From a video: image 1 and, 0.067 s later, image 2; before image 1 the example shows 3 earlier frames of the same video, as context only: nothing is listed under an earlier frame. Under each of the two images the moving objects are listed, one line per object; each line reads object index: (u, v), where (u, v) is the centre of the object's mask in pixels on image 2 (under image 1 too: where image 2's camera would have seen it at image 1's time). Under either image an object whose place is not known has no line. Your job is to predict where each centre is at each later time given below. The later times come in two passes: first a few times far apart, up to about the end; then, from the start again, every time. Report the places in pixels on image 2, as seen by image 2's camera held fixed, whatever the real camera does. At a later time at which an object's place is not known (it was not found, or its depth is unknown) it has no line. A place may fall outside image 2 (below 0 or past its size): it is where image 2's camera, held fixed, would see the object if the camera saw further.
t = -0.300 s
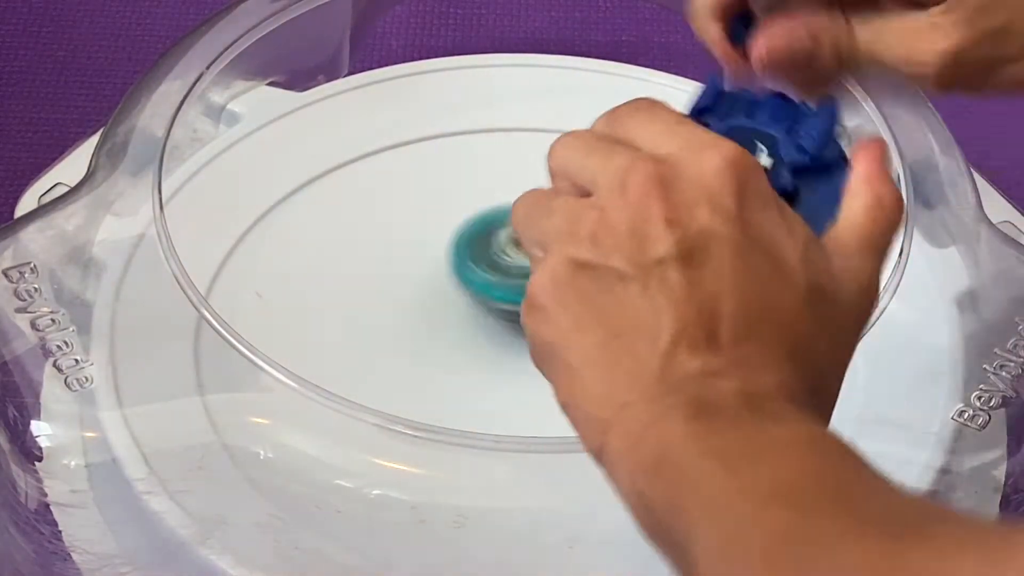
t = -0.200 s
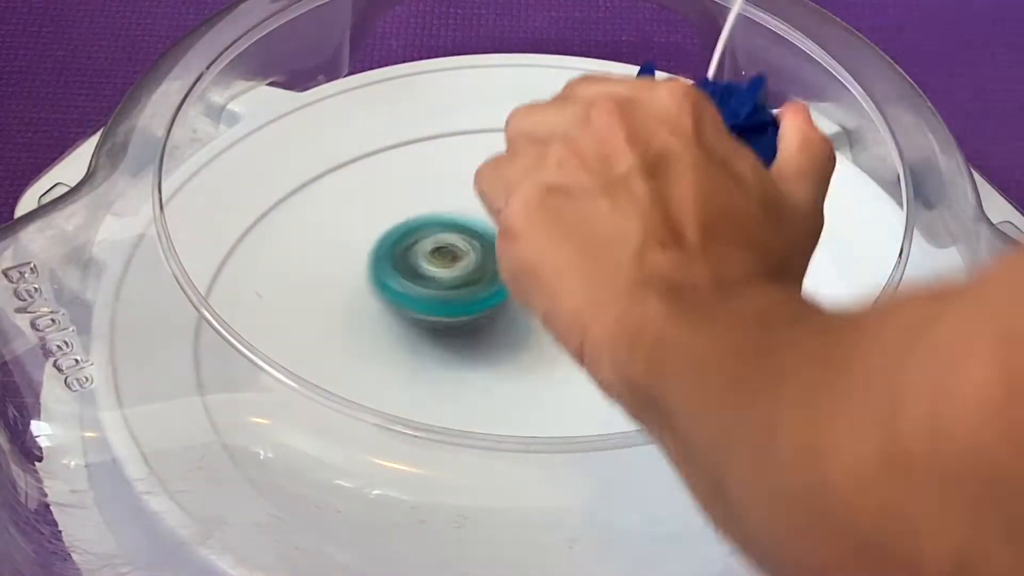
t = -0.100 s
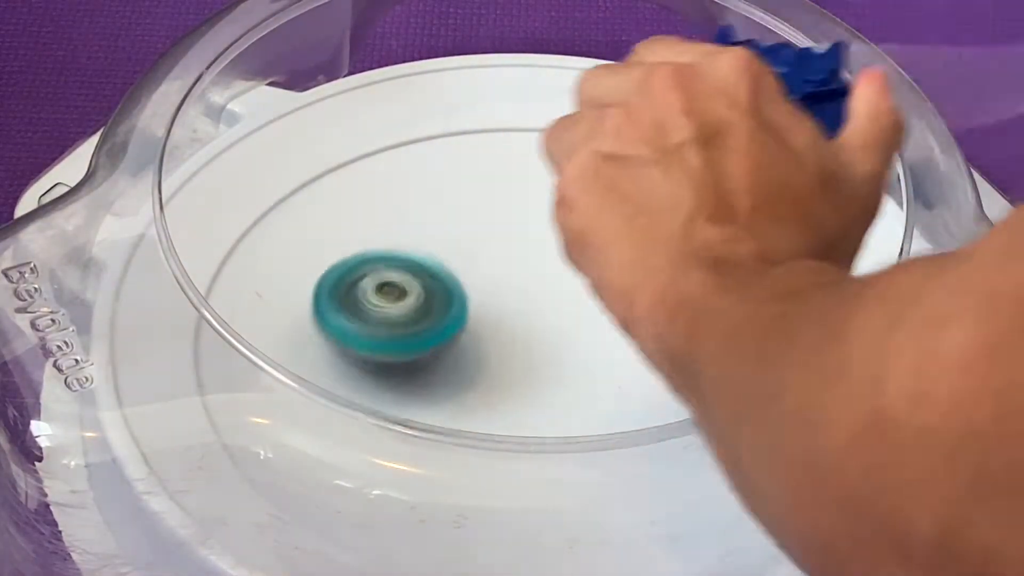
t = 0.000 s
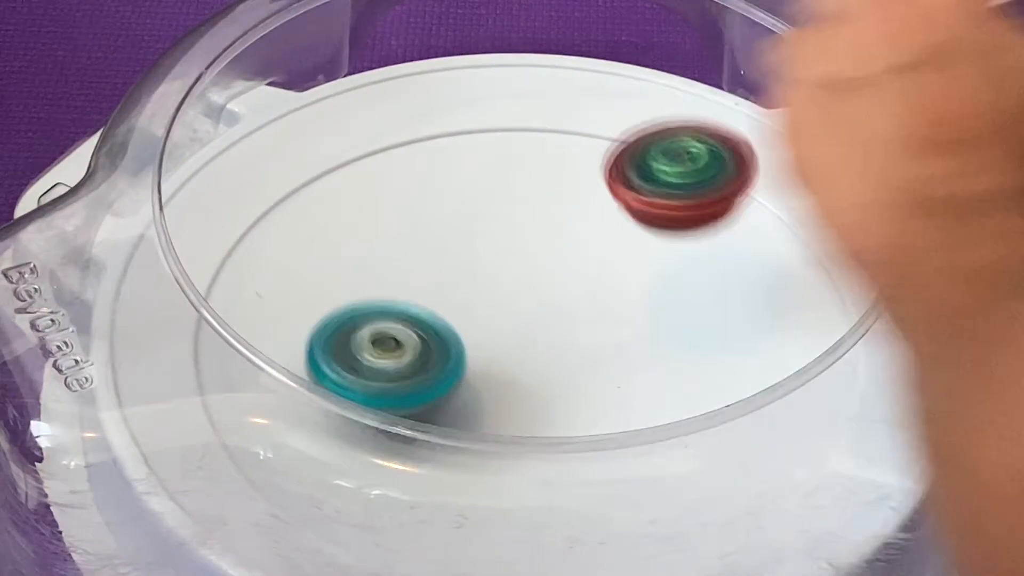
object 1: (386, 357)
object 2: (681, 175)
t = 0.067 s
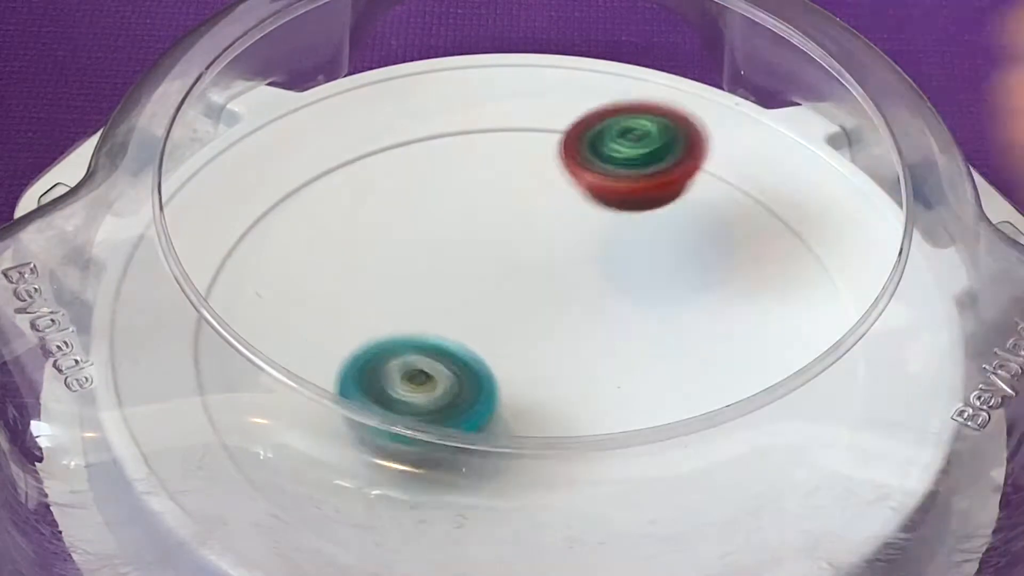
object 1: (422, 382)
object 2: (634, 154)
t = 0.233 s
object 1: (560, 399)
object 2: (458, 140)
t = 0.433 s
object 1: (647, 318)
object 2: (275, 266)
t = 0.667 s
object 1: (513, 238)
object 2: (377, 498)
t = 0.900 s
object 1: (398, 313)
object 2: (822, 393)
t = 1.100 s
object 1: (502, 384)
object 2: (672, 117)
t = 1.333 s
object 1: (645, 330)
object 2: (228, 249)
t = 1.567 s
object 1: (566, 272)
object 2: (611, 521)
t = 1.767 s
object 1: (459, 284)
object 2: (818, 290)
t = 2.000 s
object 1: (523, 373)
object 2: (489, 87)
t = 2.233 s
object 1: (662, 333)
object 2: (217, 393)
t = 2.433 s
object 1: (592, 247)
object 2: (629, 519)
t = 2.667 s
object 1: (418, 308)
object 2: (813, 258)
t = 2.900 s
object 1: (515, 432)
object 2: (453, 103)
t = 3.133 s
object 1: (690, 359)
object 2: (210, 353)
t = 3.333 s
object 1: (588, 260)
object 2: (549, 524)
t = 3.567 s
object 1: (402, 312)
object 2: (855, 304)
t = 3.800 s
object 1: (482, 420)
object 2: (479, 89)
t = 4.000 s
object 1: (617, 372)
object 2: (210, 351)
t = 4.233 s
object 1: (522, 268)
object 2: (610, 521)
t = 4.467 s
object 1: (409, 328)
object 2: (797, 311)
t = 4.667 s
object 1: (504, 373)
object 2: (600, 161)
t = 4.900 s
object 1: (565, 333)
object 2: (279, 198)
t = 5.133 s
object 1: (508, 302)
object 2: (261, 429)
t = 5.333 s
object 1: (519, 300)
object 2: (585, 502)
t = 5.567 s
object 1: (548, 347)
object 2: (767, 297)
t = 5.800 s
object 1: (540, 343)
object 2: (566, 122)
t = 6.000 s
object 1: (570, 318)
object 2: (333, 168)
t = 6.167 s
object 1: (560, 334)
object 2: (290, 313)
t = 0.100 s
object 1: (446, 392)
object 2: (610, 174)
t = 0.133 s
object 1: (470, 410)
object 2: (577, 162)
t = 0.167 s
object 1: (500, 413)
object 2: (538, 133)
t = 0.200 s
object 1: (532, 413)
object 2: (498, 126)
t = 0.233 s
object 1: (560, 399)
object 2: (458, 140)
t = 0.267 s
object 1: (588, 393)
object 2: (418, 171)
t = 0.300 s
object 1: (612, 383)
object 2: (385, 166)
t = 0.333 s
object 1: (630, 370)
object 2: (354, 179)
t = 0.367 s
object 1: (643, 352)
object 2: (321, 214)
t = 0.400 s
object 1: (647, 334)
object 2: (297, 232)
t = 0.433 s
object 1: (647, 318)
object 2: (275, 266)
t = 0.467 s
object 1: (641, 300)
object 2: (268, 287)
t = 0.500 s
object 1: (630, 284)
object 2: (257, 321)
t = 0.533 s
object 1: (613, 272)
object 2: (250, 363)
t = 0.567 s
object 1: (592, 258)
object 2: (260, 400)
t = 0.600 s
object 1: (568, 247)
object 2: (278, 440)
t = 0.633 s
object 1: (542, 241)
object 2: (316, 472)
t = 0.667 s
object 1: (513, 238)
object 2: (377, 498)
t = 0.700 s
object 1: (486, 237)
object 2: (448, 514)
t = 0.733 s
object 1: (462, 241)
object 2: (523, 521)
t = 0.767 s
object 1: (439, 250)
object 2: (601, 519)
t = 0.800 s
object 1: (420, 261)
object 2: (674, 505)
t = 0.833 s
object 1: (406, 276)
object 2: (740, 480)
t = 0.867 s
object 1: (400, 295)
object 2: (794, 448)
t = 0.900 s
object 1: (398, 313)
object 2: (822, 393)
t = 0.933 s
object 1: (402, 331)
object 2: (832, 340)
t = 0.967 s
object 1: (411, 349)
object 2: (819, 283)
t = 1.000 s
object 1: (427, 361)
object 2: (809, 237)
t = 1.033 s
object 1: (449, 371)
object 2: (774, 190)
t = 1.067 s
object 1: (474, 380)
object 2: (728, 149)
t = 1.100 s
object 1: (502, 384)
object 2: (672, 117)
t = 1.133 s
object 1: (531, 385)
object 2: (608, 92)
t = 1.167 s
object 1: (560, 383)
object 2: (532, 88)
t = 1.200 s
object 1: (586, 375)
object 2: (456, 90)
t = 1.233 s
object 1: (608, 367)
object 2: (379, 112)
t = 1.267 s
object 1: (626, 356)
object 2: (307, 143)
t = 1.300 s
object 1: (639, 342)
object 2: (249, 192)
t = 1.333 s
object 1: (645, 330)
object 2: (228, 249)
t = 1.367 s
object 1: (647, 320)
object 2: (205, 327)
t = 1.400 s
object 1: (643, 310)
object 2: (224, 399)
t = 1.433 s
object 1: (633, 299)
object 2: (285, 452)
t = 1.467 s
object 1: (620, 290)
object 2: (356, 492)
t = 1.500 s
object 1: (604, 282)
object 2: (442, 518)
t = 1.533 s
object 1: (586, 277)
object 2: (525, 524)
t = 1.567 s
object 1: (566, 272)
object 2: (611, 521)
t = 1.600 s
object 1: (544, 270)
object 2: (682, 506)
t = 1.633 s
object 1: (522, 268)
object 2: (746, 479)
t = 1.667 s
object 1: (501, 267)
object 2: (797, 446)
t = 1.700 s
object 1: (484, 268)
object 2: (824, 395)
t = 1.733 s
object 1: (469, 274)
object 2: (834, 344)
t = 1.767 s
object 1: (459, 284)
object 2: (818, 290)
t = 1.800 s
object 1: (453, 296)
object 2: (811, 249)
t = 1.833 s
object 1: (452, 310)
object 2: (779, 206)
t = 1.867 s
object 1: (457, 325)
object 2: (735, 167)
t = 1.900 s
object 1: (467, 340)
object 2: (682, 135)
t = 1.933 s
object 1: (481, 354)
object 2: (622, 109)
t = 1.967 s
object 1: (500, 366)
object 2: (559, 93)
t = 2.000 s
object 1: (523, 373)
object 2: (489, 87)
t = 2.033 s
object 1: (547, 377)
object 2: (419, 103)
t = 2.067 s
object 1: (572, 378)
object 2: (347, 122)
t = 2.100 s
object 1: (596, 376)
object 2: (286, 160)
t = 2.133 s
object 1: (618, 370)
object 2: (237, 208)
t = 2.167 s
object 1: (637, 361)
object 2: (213, 265)
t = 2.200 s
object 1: (652, 349)
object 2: (204, 328)
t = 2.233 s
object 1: (662, 333)
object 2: (217, 393)
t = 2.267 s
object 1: (666, 316)
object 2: (265, 439)
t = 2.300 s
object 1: (664, 299)
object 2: (327, 479)
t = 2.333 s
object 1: (655, 282)
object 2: (399, 508)
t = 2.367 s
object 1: (639, 267)
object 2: (474, 522)
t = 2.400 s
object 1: (618, 255)
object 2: (552, 524)
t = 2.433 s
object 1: (592, 247)
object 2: (629, 519)
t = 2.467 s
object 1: (563, 243)
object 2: (696, 504)
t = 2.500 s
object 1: (532, 243)
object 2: (755, 476)
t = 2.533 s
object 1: (502, 249)
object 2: (804, 443)
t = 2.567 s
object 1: (475, 259)
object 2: (827, 397)
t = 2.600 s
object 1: (451, 272)
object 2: (834, 345)
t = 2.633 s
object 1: (432, 289)
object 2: (817, 294)
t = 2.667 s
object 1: (418, 308)
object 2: (813, 258)
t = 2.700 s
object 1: (412, 330)
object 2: (782, 217)
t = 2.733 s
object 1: (412, 352)
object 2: (742, 186)
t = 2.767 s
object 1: (422, 369)
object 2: (693, 156)
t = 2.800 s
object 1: (438, 383)
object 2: (636, 132)
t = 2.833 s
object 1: (457, 404)
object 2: (579, 116)
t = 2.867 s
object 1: (483, 420)
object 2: (516, 107)
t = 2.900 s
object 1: (515, 432)
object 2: (453, 103)
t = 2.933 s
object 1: (549, 439)
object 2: (393, 107)
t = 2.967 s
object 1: (582, 438)
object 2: (337, 131)
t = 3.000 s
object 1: (612, 431)
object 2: (284, 164)
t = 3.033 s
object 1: (642, 415)
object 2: (239, 203)
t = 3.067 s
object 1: (659, 387)
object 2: (230, 246)
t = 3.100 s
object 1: (678, 376)
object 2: (204, 300)
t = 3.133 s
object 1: (690, 359)
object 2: (210, 353)
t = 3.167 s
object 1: (690, 339)
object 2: (228, 407)
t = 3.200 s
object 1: (683, 318)
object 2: (277, 449)
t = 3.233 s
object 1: (667, 298)
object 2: (334, 482)
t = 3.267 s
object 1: (645, 281)
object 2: (398, 510)
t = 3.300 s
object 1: (618, 270)
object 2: (470, 521)
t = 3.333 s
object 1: (588, 260)
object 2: (549, 524)
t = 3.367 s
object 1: (556, 256)
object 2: (624, 520)
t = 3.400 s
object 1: (523, 255)
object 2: (692, 507)
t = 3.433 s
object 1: (491, 260)
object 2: (749, 480)
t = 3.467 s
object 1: (464, 268)
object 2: (802, 448)
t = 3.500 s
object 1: (438, 279)
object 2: (842, 411)
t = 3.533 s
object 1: (418, 293)
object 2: (852, 355)
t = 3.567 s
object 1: (402, 312)
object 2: (855, 304)
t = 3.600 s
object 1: (394, 330)
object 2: (834, 254)
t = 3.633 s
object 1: (391, 349)
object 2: (813, 209)
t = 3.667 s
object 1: (399, 364)
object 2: (768, 166)
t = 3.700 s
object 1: (414, 377)
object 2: (707, 131)
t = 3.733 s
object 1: (435, 389)
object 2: (640, 104)
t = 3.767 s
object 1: (455, 412)
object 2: (560, 91)
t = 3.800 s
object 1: (482, 420)
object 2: (479, 89)
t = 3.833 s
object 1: (514, 422)
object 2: (401, 104)
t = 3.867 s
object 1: (544, 421)
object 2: (327, 132)
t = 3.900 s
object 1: (570, 414)
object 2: (267, 175)
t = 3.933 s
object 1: (590, 394)
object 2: (231, 227)
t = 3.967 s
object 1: (607, 385)
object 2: (205, 288)
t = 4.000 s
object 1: (617, 372)
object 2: (210, 351)
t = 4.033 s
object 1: (619, 350)
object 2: (230, 408)
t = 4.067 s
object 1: (616, 331)
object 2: (284, 451)
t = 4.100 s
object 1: (605, 314)
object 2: (345, 487)
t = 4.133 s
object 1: (590, 298)
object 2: (408, 511)
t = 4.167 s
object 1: (570, 284)
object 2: (477, 521)
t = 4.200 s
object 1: (547, 274)
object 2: (545, 524)
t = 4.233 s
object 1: (522, 268)
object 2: (610, 521)
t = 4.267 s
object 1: (497, 265)
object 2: (668, 510)
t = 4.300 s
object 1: (472, 266)
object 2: (721, 490)
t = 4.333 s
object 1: (450, 274)
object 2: (765, 466)
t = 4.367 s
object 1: (432, 283)
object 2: (799, 439)
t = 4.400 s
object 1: (418, 296)
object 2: (809, 393)
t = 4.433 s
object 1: (410, 310)
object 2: (813, 354)
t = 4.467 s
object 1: (409, 328)
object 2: (797, 311)
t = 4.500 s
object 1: (416, 344)
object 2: (792, 283)
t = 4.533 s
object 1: (430, 358)
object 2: (766, 250)
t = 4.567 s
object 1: (448, 366)
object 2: (732, 221)
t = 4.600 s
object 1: (466, 371)
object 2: (693, 197)
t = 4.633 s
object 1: (486, 373)
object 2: (648, 176)
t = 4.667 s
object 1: (504, 373)
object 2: (600, 161)
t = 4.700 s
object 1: (523, 368)
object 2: (551, 151)
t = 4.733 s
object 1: (539, 359)
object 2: (499, 145)
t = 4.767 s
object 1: (551, 352)
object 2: (449, 145)
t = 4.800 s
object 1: (559, 344)
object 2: (401, 151)
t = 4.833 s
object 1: (564, 338)
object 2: (357, 162)
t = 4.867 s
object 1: (566, 335)
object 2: (315, 178)
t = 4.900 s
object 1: (565, 333)
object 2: (279, 198)
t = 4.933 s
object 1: (558, 331)
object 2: (249, 225)
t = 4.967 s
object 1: (548, 329)
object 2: (237, 252)
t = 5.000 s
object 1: (538, 325)
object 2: (218, 285)
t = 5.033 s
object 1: (530, 319)
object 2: (211, 323)
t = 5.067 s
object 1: (522, 313)
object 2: (218, 358)
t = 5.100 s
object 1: (514, 306)
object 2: (227, 400)
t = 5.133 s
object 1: (508, 302)
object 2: (261, 429)
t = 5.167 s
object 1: (504, 298)
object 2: (304, 457)
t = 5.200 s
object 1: (502, 295)
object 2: (353, 479)
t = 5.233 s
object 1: (503, 294)
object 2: (410, 496)
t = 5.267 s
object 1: (507, 294)
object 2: (469, 505)
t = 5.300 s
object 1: (512, 296)
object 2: (528, 507)
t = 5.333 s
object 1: (519, 300)
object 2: (585, 502)
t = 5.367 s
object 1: (526, 305)
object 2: (638, 492)
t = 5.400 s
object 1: (533, 311)
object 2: (679, 462)
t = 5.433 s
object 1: (540, 318)
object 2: (713, 433)
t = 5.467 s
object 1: (546, 326)
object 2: (739, 397)
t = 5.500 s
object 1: (549, 333)
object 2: (756, 359)
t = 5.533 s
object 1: (551, 341)
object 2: (763, 327)
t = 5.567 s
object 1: (548, 347)
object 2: (767, 297)
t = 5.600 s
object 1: (543, 354)
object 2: (758, 261)
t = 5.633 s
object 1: (535, 356)
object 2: (740, 228)
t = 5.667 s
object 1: (530, 357)
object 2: (715, 198)
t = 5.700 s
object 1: (527, 355)
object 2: (684, 174)
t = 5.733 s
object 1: (528, 352)
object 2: (649, 152)
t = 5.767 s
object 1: (533, 348)
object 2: (609, 135)
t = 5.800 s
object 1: (540, 343)
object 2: (566, 122)
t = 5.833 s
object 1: (548, 337)
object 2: (521, 116)
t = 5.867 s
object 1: (555, 330)
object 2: (477, 115)
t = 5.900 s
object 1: (560, 325)
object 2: (435, 120)
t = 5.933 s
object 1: (564, 321)
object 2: (397, 131)
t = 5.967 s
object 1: (568, 319)
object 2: (362, 147)
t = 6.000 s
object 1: (570, 318)
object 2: (333, 168)
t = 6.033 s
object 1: (571, 319)
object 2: (308, 192)
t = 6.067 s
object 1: (570, 321)
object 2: (288, 221)
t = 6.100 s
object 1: (568, 325)
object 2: (277, 252)
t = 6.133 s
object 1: (564, 329)
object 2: (276, 285)
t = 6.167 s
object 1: (560, 334)
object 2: (290, 313)
